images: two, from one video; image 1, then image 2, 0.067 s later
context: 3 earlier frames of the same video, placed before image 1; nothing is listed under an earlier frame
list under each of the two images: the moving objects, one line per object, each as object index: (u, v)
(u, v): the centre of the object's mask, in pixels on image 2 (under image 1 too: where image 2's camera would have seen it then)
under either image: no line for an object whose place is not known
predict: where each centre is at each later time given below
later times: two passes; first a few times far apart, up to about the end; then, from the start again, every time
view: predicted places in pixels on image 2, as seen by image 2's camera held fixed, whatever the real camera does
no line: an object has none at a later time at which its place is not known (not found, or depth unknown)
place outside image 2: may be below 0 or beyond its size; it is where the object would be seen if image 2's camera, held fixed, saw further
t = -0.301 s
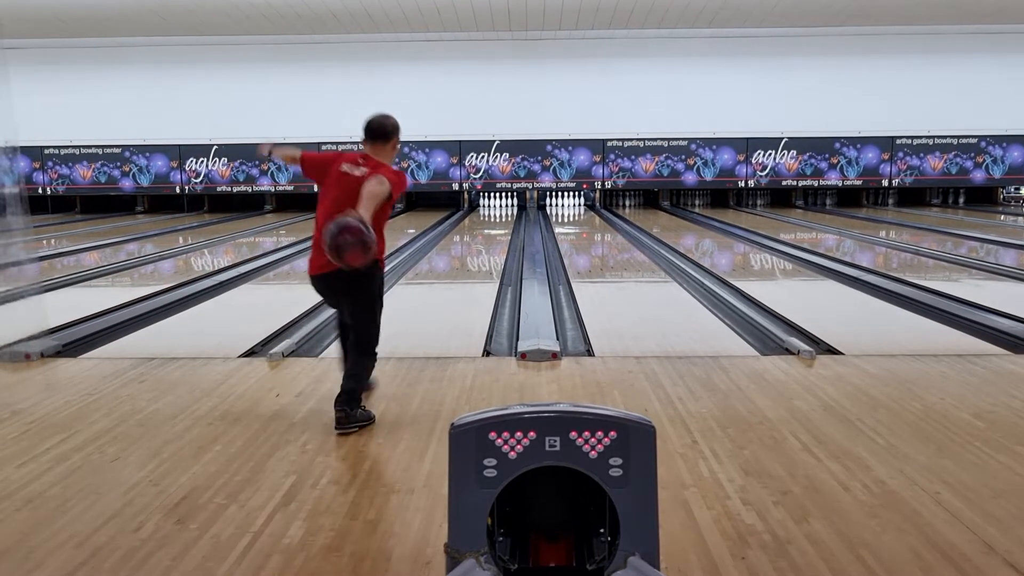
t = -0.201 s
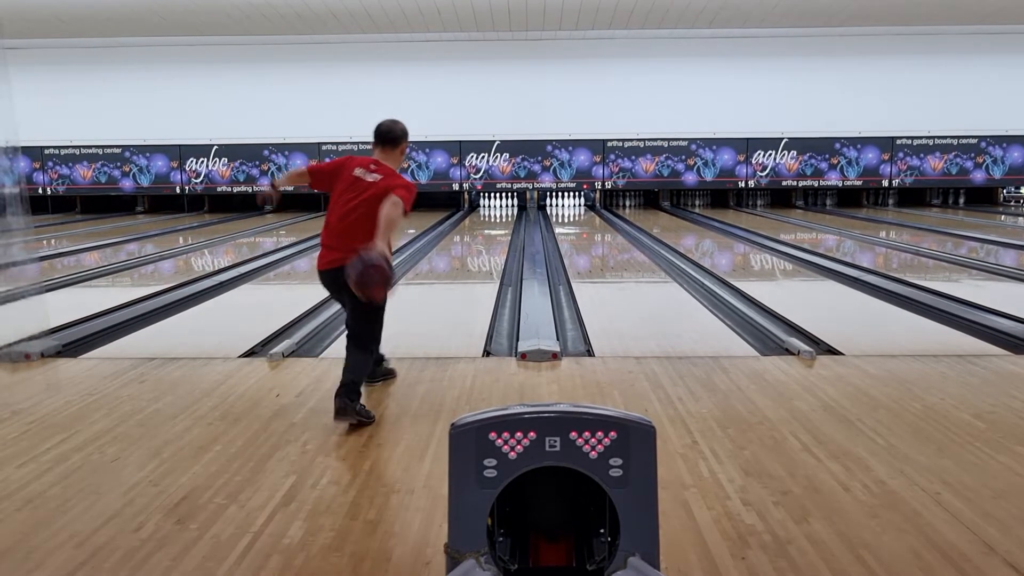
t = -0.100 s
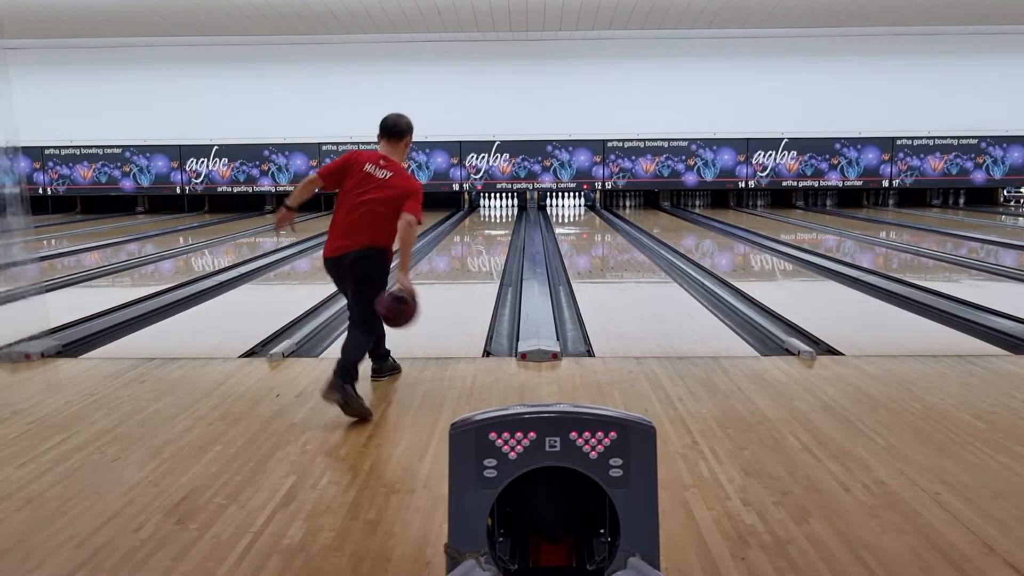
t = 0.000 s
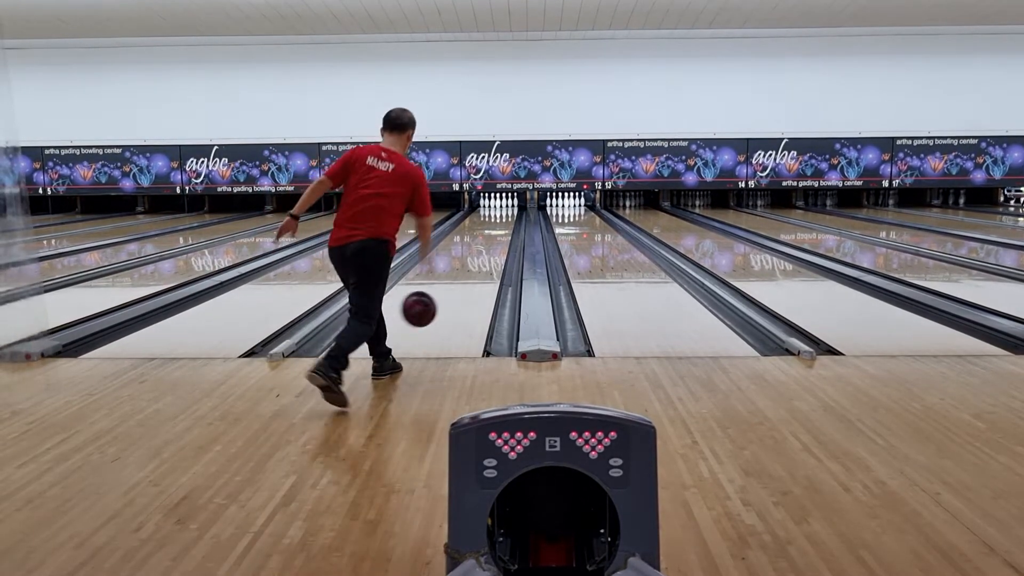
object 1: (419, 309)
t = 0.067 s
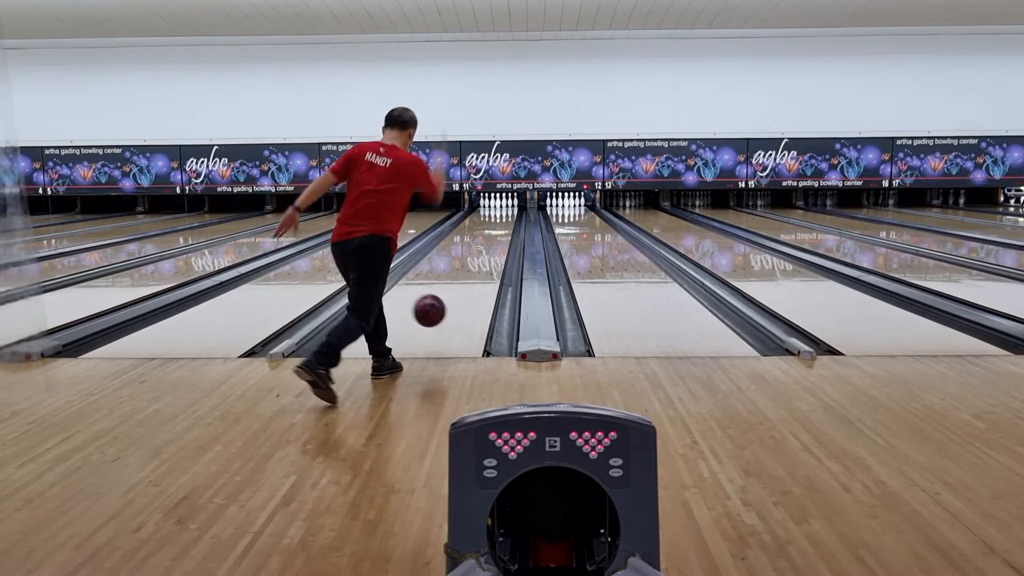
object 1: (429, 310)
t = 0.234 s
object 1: (449, 305)
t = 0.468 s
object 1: (466, 280)
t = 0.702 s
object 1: (478, 261)
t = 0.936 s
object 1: (485, 247)
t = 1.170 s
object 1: (491, 237)
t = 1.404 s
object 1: (495, 229)
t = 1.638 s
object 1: (498, 223)
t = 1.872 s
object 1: (500, 217)
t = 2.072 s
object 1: (501, 213)
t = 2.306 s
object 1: (501, 210)
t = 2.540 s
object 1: (501, 207)
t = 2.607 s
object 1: (501, 206)
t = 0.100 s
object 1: (434, 313)
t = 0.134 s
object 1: (438, 317)
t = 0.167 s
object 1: (443, 318)
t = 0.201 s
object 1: (446, 310)
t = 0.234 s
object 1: (449, 305)
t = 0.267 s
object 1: (452, 301)
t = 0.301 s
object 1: (455, 298)
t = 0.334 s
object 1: (458, 295)
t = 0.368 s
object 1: (460, 291)
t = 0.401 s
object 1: (462, 287)
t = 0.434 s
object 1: (464, 284)
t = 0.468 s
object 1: (466, 280)
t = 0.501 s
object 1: (468, 277)
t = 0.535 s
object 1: (470, 274)
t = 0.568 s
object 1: (472, 271)
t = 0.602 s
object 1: (473, 269)
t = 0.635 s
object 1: (475, 266)
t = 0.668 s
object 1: (476, 264)
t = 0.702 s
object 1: (478, 261)
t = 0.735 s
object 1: (479, 259)
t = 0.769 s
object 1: (480, 257)
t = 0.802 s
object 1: (481, 255)
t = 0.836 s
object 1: (482, 253)
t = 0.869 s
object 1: (483, 251)
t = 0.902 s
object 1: (484, 249)
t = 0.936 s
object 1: (485, 247)
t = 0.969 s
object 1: (486, 246)
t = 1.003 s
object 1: (487, 244)
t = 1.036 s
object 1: (488, 243)
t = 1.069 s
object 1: (489, 241)
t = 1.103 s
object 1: (490, 240)
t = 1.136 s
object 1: (490, 238)
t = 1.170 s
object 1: (491, 237)
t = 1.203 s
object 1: (492, 236)
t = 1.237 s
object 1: (492, 235)
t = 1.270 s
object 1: (493, 233)
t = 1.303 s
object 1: (493, 232)
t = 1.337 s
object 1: (494, 231)
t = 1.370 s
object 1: (495, 229)
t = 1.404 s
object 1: (495, 229)
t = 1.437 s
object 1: (496, 228)
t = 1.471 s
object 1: (496, 227)
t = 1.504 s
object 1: (497, 226)
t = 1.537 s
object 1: (497, 225)
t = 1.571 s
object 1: (497, 224)
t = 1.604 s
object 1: (497, 223)
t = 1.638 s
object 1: (498, 223)
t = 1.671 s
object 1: (498, 221)
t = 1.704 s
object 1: (498, 221)
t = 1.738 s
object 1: (499, 220)
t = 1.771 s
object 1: (499, 219)
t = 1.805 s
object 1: (499, 219)
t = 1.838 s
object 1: (499, 218)
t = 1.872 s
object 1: (500, 217)
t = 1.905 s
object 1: (500, 217)
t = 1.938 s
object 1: (500, 216)
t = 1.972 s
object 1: (500, 215)
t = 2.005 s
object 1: (500, 214)
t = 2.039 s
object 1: (500, 214)
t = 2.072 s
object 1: (501, 213)
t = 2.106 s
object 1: (501, 213)
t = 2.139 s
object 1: (501, 212)
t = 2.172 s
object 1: (501, 212)
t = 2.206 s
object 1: (501, 211)
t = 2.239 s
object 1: (501, 211)
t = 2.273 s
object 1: (501, 210)
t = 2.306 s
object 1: (501, 210)
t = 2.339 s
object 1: (501, 209)
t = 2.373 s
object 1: (502, 209)
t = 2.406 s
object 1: (502, 208)
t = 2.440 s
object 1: (502, 208)
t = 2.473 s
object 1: (501, 208)
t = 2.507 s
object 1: (501, 207)
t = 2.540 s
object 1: (501, 207)
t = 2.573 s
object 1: (501, 206)
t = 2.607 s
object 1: (501, 206)
